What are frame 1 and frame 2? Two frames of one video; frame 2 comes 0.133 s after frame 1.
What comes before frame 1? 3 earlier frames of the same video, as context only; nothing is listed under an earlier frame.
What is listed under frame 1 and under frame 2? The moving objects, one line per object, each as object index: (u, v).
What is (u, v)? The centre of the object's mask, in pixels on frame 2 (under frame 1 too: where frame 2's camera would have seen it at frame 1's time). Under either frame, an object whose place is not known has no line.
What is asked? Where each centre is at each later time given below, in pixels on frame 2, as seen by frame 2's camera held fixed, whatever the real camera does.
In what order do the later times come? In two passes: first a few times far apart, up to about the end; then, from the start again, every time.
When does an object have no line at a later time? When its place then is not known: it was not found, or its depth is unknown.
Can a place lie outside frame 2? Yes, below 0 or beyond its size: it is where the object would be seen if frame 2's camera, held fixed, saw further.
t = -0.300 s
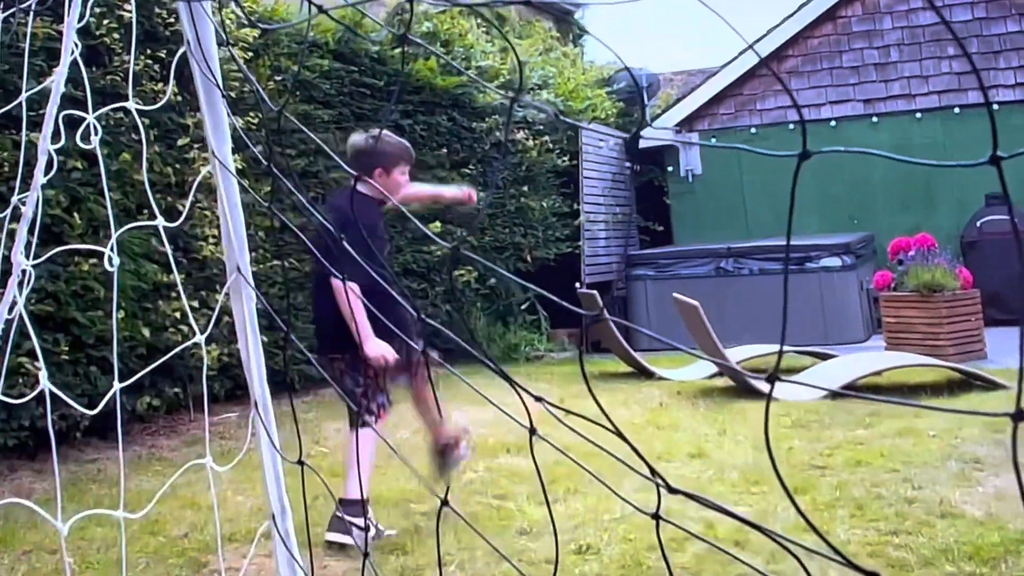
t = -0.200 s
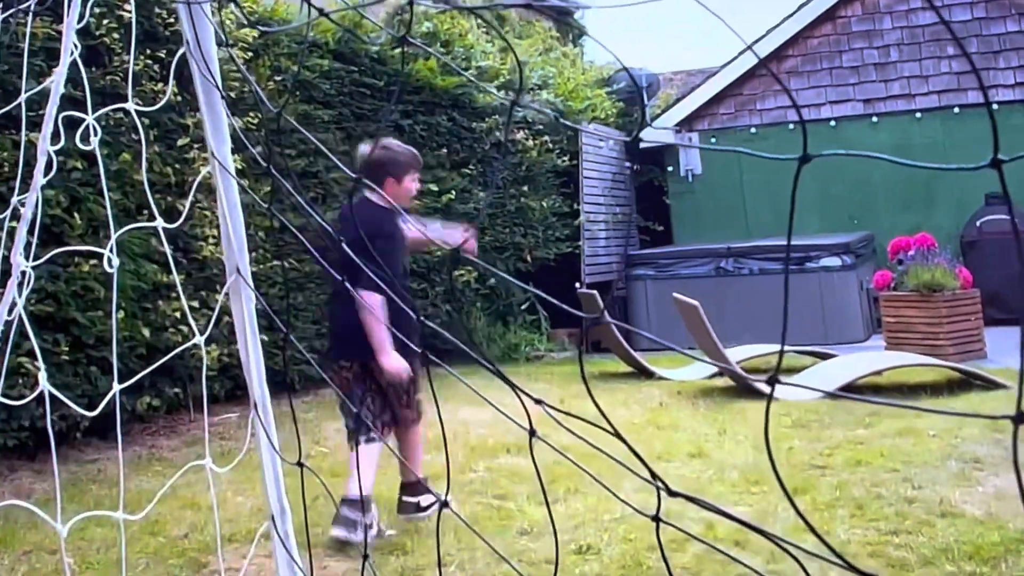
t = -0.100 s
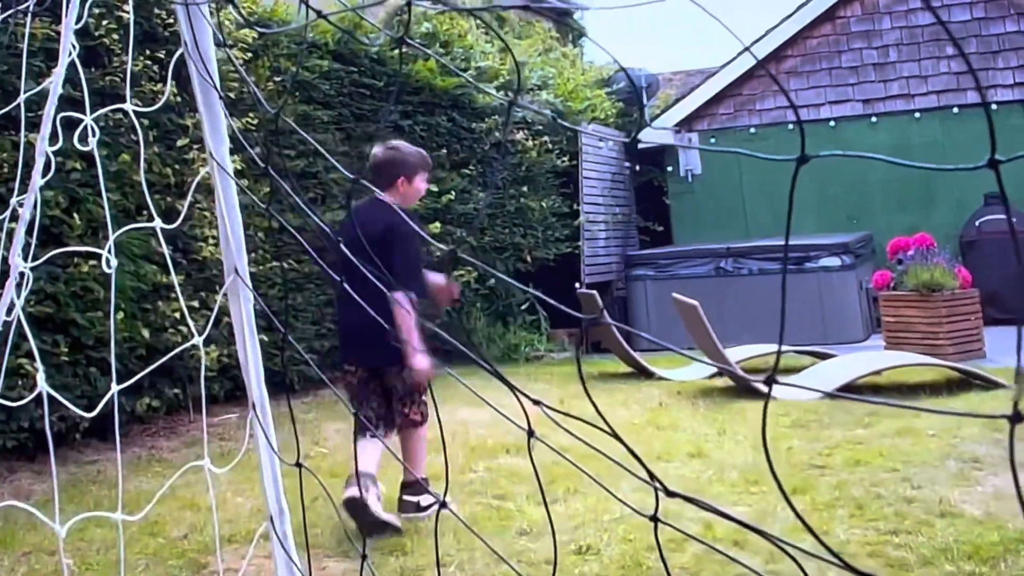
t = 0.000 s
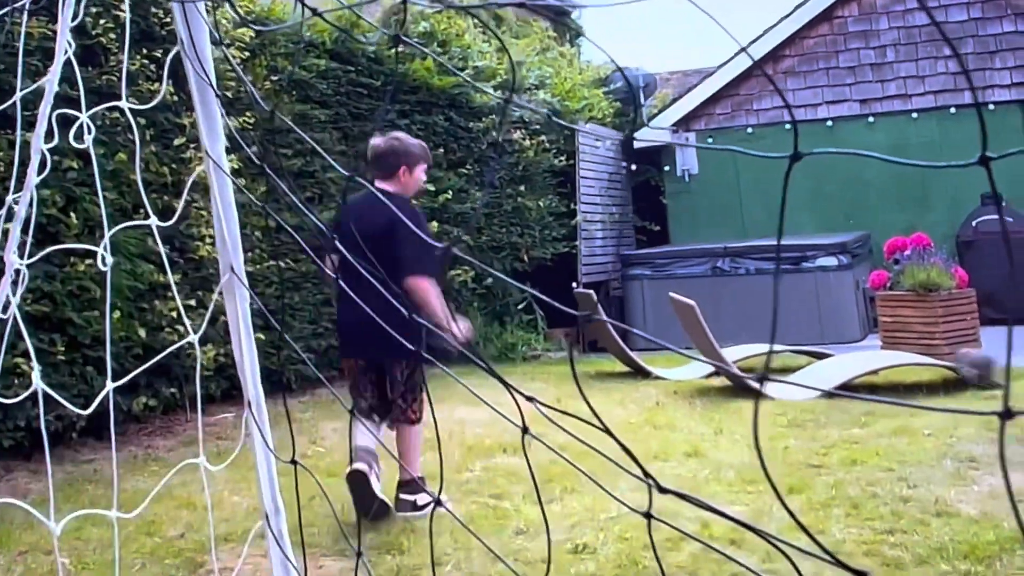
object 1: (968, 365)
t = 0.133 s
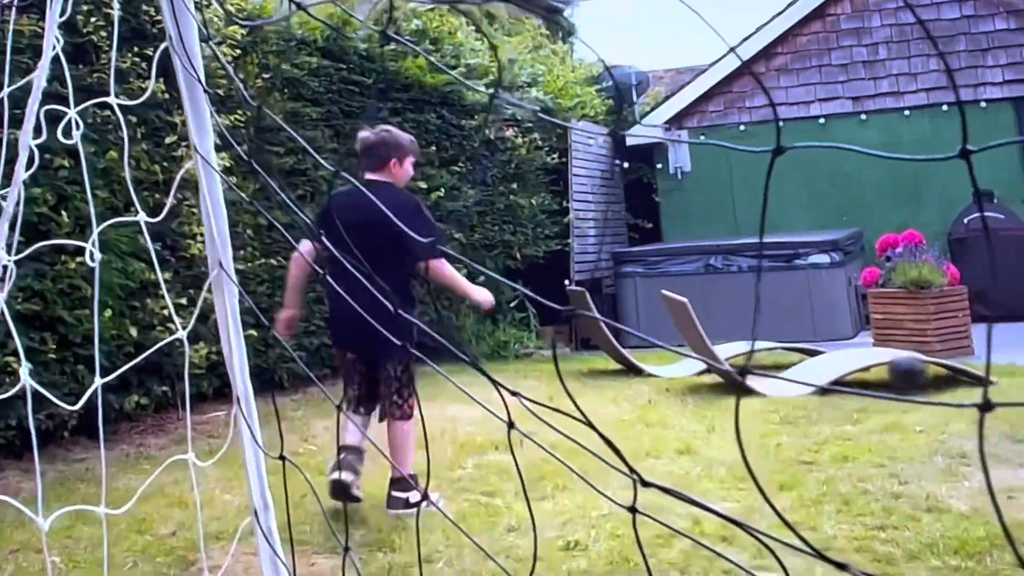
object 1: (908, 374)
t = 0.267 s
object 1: (875, 378)
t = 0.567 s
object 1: (817, 389)
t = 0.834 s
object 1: (782, 392)
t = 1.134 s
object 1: (752, 395)
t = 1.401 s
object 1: (739, 399)
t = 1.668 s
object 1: (739, 402)
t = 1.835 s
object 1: (740, 403)
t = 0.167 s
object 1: (899, 378)
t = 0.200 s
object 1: (894, 380)
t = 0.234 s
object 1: (884, 379)
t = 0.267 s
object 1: (875, 378)
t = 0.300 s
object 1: (871, 377)
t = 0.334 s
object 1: (857, 384)
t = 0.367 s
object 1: (851, 387)
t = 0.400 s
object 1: (845, 387)
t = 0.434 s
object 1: (839, 387)
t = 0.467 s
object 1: (834, 387)
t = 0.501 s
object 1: (828, 387)
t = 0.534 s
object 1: (822, 388)
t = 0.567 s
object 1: (817, 389)
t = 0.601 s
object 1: (813, 390)
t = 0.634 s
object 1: (808, 389)
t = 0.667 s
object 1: (804, 388)
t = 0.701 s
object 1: (800, 389)
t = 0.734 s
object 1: (795, 390)
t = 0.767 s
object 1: (789, 392)
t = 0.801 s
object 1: (785, 392)
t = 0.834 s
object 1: (782, 392)
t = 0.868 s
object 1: (778, 392)
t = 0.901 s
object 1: (774, 392)
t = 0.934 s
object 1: (770, 393)
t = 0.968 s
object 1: (766, 394)
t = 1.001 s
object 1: (762, 393)
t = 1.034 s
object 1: (760, 393)
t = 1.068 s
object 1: (757, 394)
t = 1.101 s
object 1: (755, 395)
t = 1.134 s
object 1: (752, 395)
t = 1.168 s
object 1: (750, 395)
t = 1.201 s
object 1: (747, 396)
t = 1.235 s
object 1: (745, 397)
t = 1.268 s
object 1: (743, 397)
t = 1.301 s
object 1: (741, 398)
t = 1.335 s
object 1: (740, 398)
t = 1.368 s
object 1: (739, 398)
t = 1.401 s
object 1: (739, 399)
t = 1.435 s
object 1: (739, 399)
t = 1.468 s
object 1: (739, 400)
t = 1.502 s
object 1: (739, 401)
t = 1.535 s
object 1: (739, 401)
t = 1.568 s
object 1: (739, 402)
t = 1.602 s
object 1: (739, 402)
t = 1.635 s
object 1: (739, 402)
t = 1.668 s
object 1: (739, 402)
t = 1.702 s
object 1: (739, 403)
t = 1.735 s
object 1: (739, 402)
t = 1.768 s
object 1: (740, 403)
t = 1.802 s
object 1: (740, 403)
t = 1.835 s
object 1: (740, 403)
